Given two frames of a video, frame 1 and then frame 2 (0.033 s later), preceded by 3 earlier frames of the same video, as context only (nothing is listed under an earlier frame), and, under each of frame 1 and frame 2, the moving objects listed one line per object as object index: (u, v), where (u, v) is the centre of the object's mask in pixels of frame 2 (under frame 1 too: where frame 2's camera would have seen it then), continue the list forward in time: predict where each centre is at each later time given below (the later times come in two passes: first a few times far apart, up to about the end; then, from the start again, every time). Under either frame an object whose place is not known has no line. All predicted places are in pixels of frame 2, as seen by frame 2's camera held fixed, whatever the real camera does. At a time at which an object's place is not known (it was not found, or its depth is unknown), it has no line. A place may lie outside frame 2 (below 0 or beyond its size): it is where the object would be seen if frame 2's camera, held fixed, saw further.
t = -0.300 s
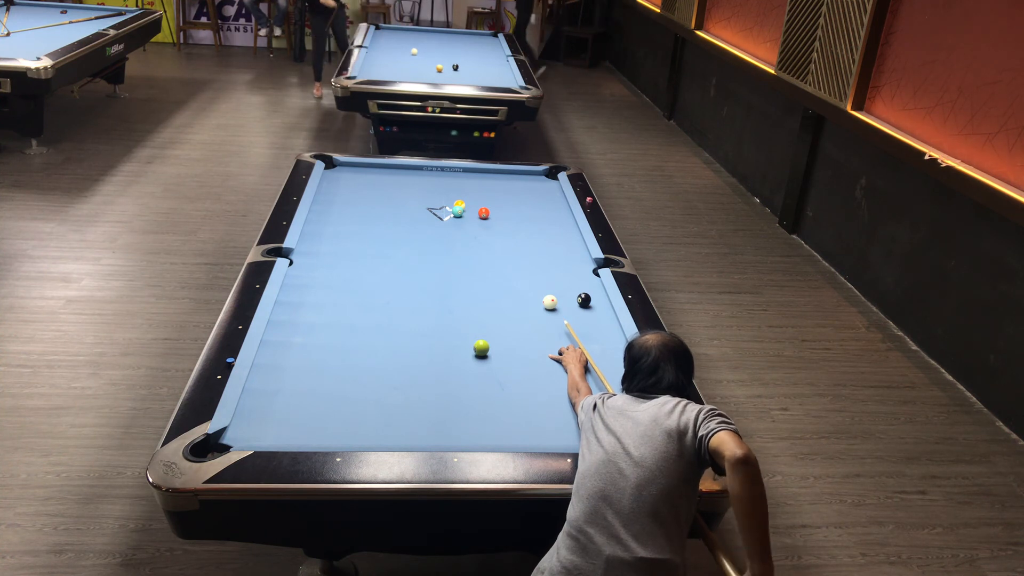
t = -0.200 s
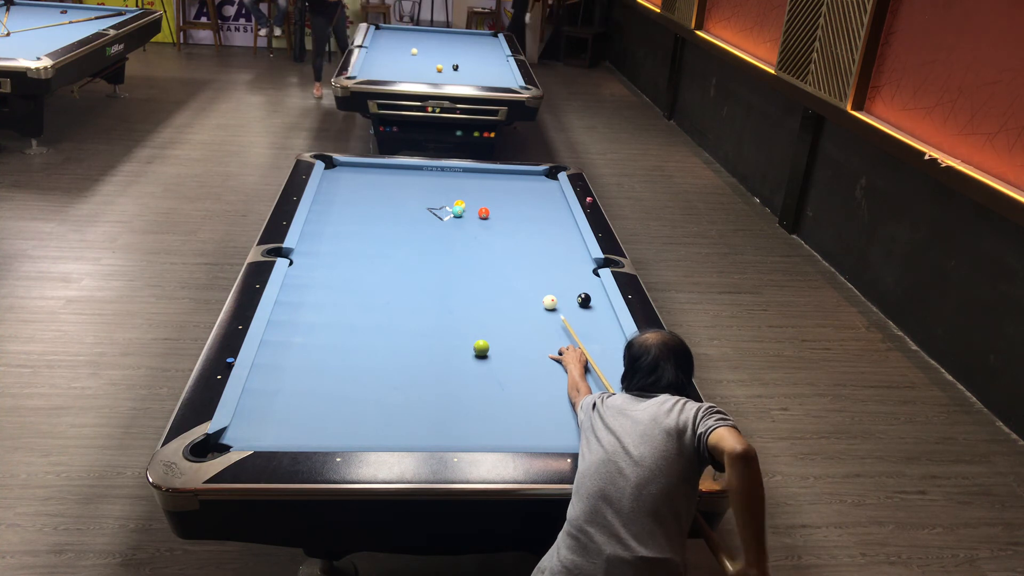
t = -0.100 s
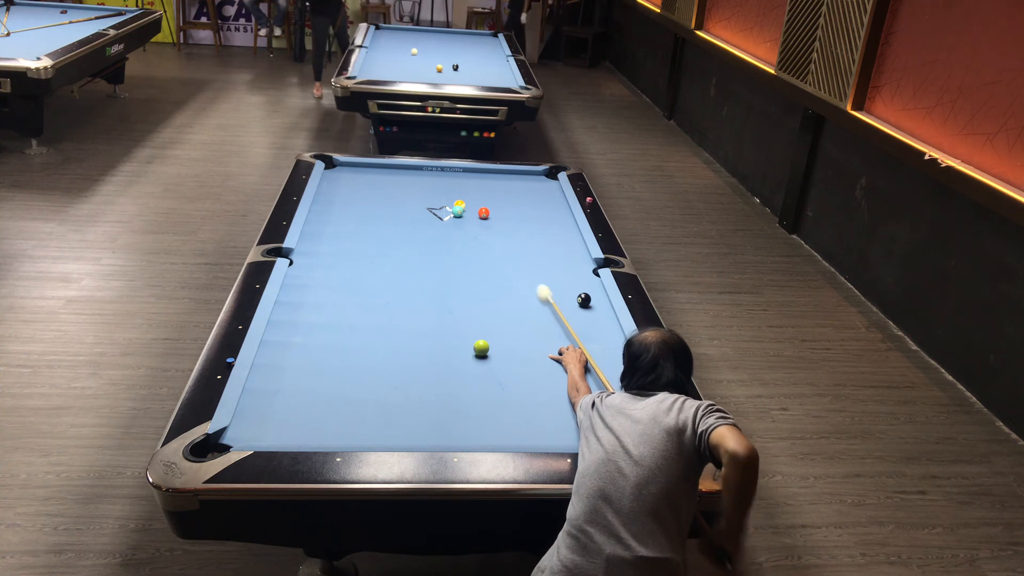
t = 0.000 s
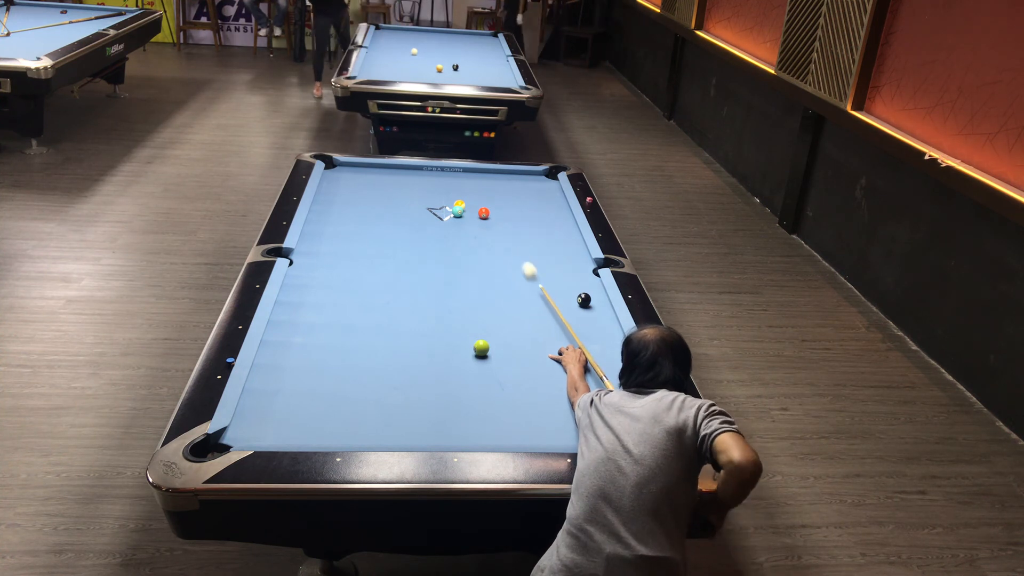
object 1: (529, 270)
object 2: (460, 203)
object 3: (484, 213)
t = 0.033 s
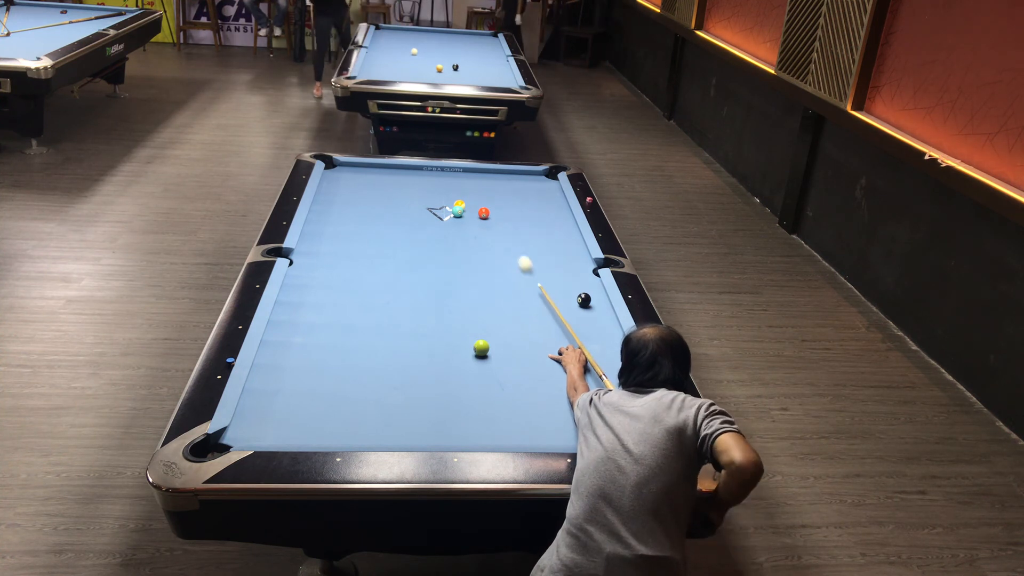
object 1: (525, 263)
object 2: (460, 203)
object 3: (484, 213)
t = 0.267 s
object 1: (500, 224)
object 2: (460, 203)
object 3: (484, 213)
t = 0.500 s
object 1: (508, 198)
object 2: (449, 202)
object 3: (467, 209)
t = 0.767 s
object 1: (522, 175)
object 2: (426, 194)
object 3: (465, 209)
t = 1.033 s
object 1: (543, 184)
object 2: (404, 187)
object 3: (465, 209)
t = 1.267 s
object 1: (558, 195)
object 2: (387, 181)
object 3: (465, 209)
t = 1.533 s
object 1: (553, 204)
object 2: (368, 174)
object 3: (465, 209)
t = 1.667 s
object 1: (550, 209)
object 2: (359, 171)
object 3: (465, 209)
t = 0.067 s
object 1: (521, 257)
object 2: (460, 203)
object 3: (484, 213)
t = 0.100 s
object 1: (517, 251)
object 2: (460, 203)
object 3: (484, 213)
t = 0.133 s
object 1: (513, 245)
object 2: (460, 203)
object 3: (484, 213)
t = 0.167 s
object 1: (510, 240)
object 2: (460, 203)
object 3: (484, 213)
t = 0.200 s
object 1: (507, 234)
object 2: (460, 203)
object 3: (484, 213)
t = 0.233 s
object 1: (503, 229)
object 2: (460, 203)
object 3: (484, 213)
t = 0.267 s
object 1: (500, 224)
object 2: (460, 203)
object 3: (484, 213)
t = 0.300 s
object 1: (497, 219)
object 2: (460, 203)
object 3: (484, 213)
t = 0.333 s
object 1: (495, 214)
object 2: (460, 203)
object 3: (482, 212)
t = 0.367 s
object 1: (498, 211)
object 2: (459, 203)
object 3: (476, 211)
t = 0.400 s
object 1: (502, 208)
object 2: (459, 203)
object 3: (471, 209)
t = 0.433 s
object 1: (504, 205)
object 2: (456, 202)
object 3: (468, 209)
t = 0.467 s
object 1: (506, 202)
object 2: (452, 202)
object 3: (467, 209)
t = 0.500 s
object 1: (508, 198)
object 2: (449, 202)
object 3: (467, 209)
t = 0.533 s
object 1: (510, 195)
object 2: (446, 201)
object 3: (466, 209)
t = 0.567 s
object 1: (512, 192)
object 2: (443, 200)
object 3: (466, 209)
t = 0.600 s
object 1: (513, 189)
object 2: (439, 199)
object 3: (466, 209)
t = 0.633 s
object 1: (515, 186)
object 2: (437, 198)
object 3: (466, 209)
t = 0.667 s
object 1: (517, 183)
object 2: (434, 197)
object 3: (466, 209)
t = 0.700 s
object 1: (519, 180)
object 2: (431, 196)
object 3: (465, 209)
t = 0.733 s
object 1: (520, 177)
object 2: (428, 195)
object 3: (465, 209)
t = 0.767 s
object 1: (522, 175)
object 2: (426, 194)
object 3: (465, 209)
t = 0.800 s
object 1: (524, 173)
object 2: (423, 193)
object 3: (465, 209)
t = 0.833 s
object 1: (526, 174)
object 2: (420, 192)
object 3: (465, 209)
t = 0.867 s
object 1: (529, 176)
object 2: (417, 191)
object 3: (465, 209)
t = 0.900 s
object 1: (532, 178)
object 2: (415, 190)
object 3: (465, 209)
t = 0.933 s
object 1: (535, 180)
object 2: (412, 190)
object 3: (465, 209)
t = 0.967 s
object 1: (537, 181)
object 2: (409, 189)
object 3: (465, 209)
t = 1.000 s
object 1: (540, 183)
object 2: (407, 188)
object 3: (465, 209)
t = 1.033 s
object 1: (543, 184)
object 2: (404, 187)
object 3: (465, 209)
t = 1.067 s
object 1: (546, 186)
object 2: (402, 186)
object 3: (465, 209)
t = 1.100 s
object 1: (549, 187)
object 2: (399, 185)
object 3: (465, 209)
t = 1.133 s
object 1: (551, 189)
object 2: (397, 184)
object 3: (465, 209)
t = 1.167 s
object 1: (554, 190)
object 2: (394, 183)
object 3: (465, 209)
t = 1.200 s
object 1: (557, 192)
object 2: (392, 183)
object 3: (465, 209)
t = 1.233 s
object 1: (558, 194)
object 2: (389, 182)
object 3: (465, 209)
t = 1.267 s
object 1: (558, 195)
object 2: (387, 181)
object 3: (465, 209)
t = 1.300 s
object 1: (557, 196)
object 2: (385, 180)
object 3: (465, 209)
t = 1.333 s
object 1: (557, 197)
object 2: (382, 179)
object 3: (465, 209)
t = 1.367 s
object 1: (556, 198)
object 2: (380, 178)
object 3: (465, 209)
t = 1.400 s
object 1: (556, 200)
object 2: (377, 177)
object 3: (465, 209)
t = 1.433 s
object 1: (555, 201)
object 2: (375, 177)
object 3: (465, 209)
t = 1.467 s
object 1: (554, 202)
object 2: (373, 176)
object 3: (465, 209)
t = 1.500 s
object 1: (554, 203)
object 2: (370, 175)
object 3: (465, 209)
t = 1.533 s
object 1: (553, 204)
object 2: (368, 174)
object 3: (465, 209)
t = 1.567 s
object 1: (552, 206)
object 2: (366, 174)
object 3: (465, 209)
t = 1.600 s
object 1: (552, 207)
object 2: (363, 173)
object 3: (465, 209)
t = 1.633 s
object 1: (551, 208)
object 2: (361, 172)
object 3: (465, 209)
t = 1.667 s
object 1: (550, 209)
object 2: (359, 171)
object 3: (465, 209)
